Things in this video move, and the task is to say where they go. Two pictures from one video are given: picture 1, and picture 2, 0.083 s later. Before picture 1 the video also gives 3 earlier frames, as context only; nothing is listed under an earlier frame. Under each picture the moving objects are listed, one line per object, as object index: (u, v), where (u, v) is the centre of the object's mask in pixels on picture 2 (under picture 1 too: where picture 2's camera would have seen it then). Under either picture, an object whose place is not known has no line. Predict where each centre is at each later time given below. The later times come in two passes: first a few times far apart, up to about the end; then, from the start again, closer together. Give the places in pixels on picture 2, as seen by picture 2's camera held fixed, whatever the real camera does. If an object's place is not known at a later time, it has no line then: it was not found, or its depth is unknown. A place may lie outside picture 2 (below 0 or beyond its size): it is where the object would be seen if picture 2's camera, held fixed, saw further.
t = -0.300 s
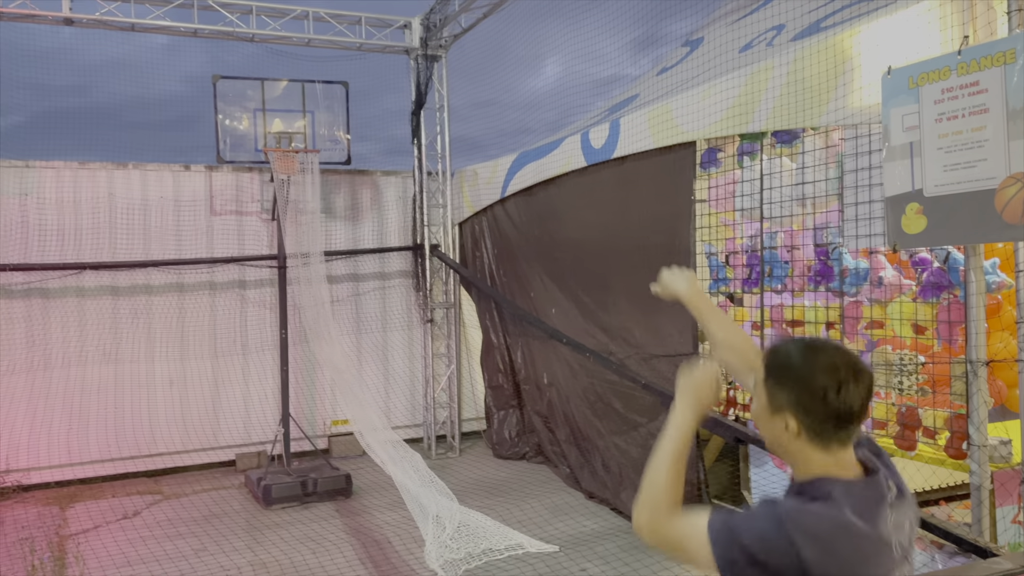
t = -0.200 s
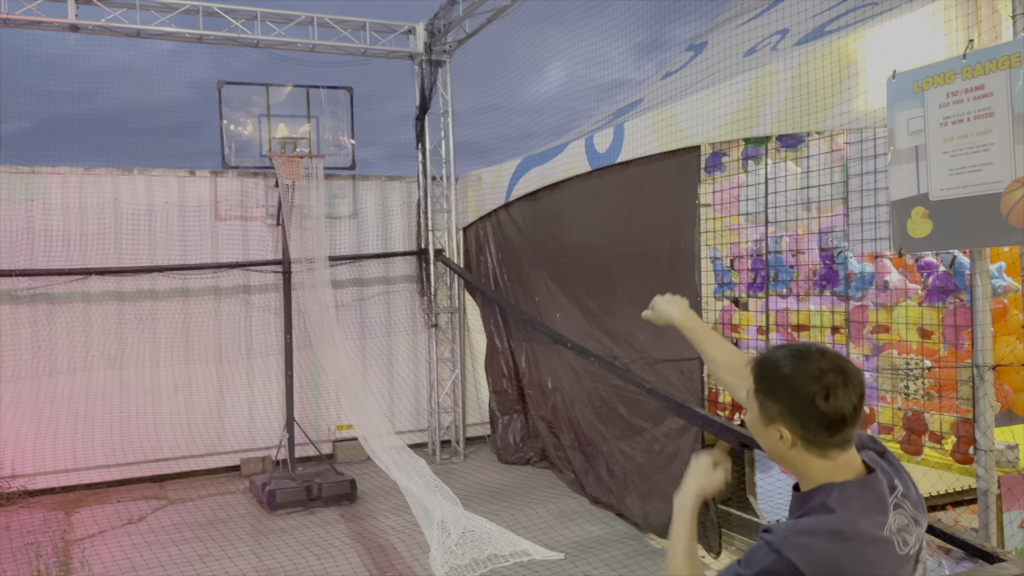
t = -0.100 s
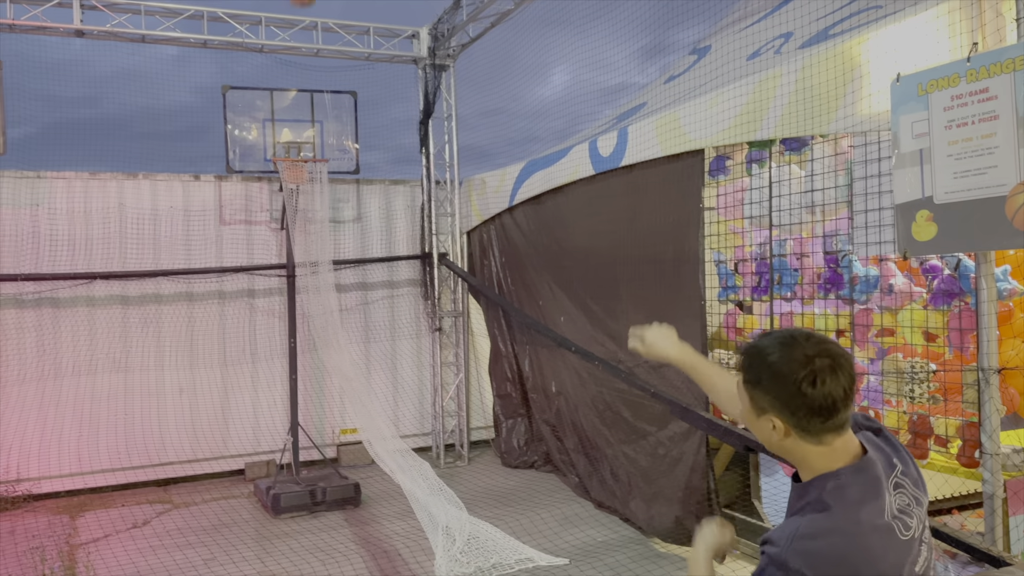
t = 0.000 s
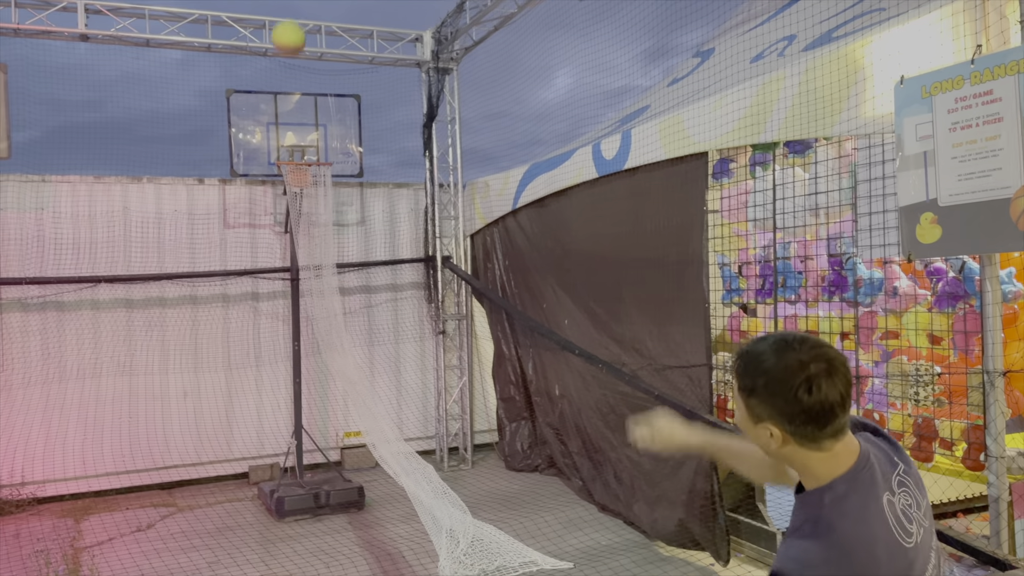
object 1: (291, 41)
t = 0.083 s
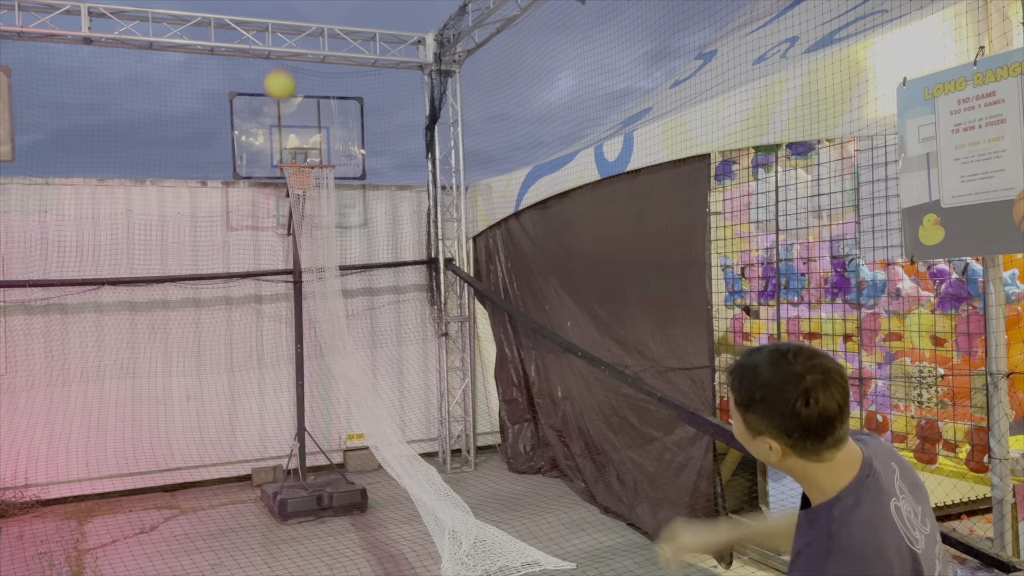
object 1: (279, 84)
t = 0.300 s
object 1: (265, 191)
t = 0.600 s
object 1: (277, 373)
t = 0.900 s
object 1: (286, 385)
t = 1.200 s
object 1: (298, 500)
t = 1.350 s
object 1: (313, 557)
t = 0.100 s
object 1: (277, 94)
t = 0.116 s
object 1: (275, 102)
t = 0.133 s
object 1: (274, 112)
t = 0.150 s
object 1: (272, 121)
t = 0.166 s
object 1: (270, 131)
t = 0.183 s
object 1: (268, 141)
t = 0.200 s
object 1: (266, 151)
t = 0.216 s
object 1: (264, 161)
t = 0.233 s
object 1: (264, 168)
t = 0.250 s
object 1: (264, 174)
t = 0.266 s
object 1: (264, 179)
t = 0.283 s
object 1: (265, 185)
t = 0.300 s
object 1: (265, 191)
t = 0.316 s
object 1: (265, 198)
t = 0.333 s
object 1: (266, 206)
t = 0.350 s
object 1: (266, 214)
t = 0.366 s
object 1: (267, 221)
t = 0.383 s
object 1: (268, 229)
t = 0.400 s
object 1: (268, 238)
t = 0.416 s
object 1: (269, 248)
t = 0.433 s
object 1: (269, 260)
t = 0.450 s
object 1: (270, 270)
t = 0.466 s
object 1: (271, 280)
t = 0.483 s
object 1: (271, 290)
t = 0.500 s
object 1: (272, 303)
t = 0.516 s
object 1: (272, 315)
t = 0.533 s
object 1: (273, 328)
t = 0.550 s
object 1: (274, 341)
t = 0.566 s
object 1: (275, 354)
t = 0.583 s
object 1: (275, 365)
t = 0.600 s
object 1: (277, 373)
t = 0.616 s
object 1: (278, 380)
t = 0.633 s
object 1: (279, 385)
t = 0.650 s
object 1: (280, 389)
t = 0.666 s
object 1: (280, 392)
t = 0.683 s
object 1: (281, 393)
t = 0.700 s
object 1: (281, 394)
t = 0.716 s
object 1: (282, 394)
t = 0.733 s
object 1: (283, 393)
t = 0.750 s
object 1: (283, 391)
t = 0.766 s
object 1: (283, 389)
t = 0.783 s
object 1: (283, 388)
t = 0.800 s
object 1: (284, 386)
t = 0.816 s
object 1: (284, 384)
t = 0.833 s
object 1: (284, 384)
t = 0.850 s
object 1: (285, 383)
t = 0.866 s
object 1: (285, 383)
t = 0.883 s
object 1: (285, 384)
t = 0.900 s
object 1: (286, 385)
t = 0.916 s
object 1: (286, 386)
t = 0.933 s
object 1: (286, 388)
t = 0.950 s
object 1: (287, 390)
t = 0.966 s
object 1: (287, 392)
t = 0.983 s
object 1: (288, 396)
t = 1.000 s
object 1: (289, 399)
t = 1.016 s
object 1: (289, 404)
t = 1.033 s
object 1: (290, 409)
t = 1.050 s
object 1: (291, 415)
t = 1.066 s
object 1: (292, 423)
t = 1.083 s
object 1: (292, 430)
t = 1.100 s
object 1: (293, 438)
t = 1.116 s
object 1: (293, 448)
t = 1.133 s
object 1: (294, 457)
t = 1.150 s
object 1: (295, 467)
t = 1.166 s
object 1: (296, 479)
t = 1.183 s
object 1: (297, 491)
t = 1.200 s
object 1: (298, 500)
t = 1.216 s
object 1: (300, 510)
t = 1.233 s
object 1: (301, 522)
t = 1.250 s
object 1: (303, 532)
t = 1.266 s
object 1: (304, 542)
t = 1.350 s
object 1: (313, 557)
